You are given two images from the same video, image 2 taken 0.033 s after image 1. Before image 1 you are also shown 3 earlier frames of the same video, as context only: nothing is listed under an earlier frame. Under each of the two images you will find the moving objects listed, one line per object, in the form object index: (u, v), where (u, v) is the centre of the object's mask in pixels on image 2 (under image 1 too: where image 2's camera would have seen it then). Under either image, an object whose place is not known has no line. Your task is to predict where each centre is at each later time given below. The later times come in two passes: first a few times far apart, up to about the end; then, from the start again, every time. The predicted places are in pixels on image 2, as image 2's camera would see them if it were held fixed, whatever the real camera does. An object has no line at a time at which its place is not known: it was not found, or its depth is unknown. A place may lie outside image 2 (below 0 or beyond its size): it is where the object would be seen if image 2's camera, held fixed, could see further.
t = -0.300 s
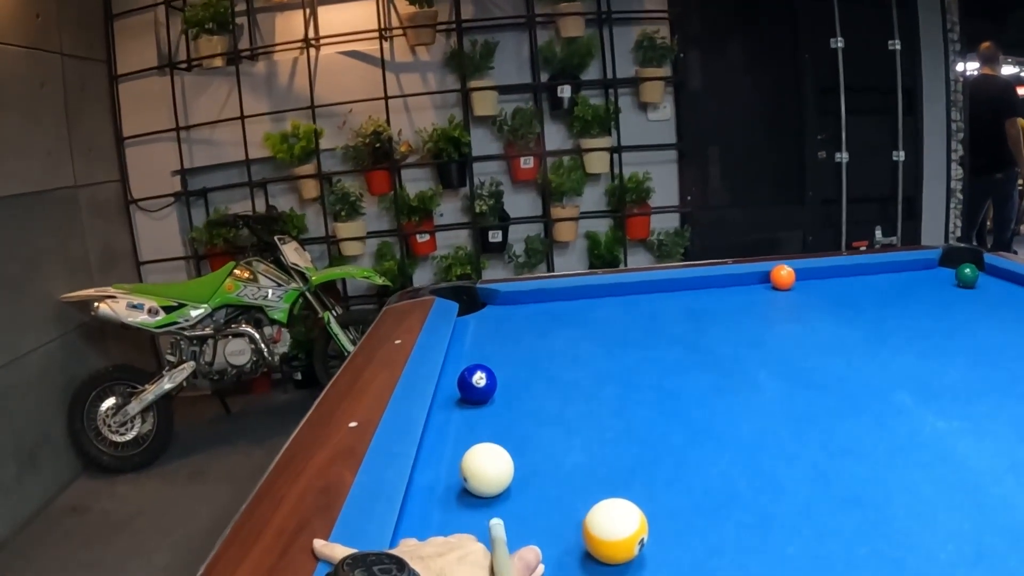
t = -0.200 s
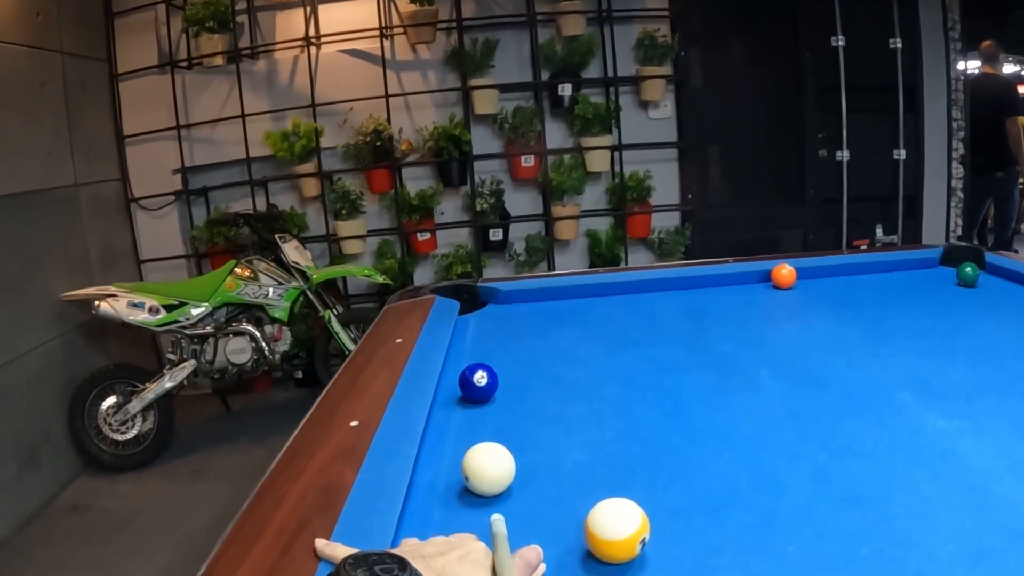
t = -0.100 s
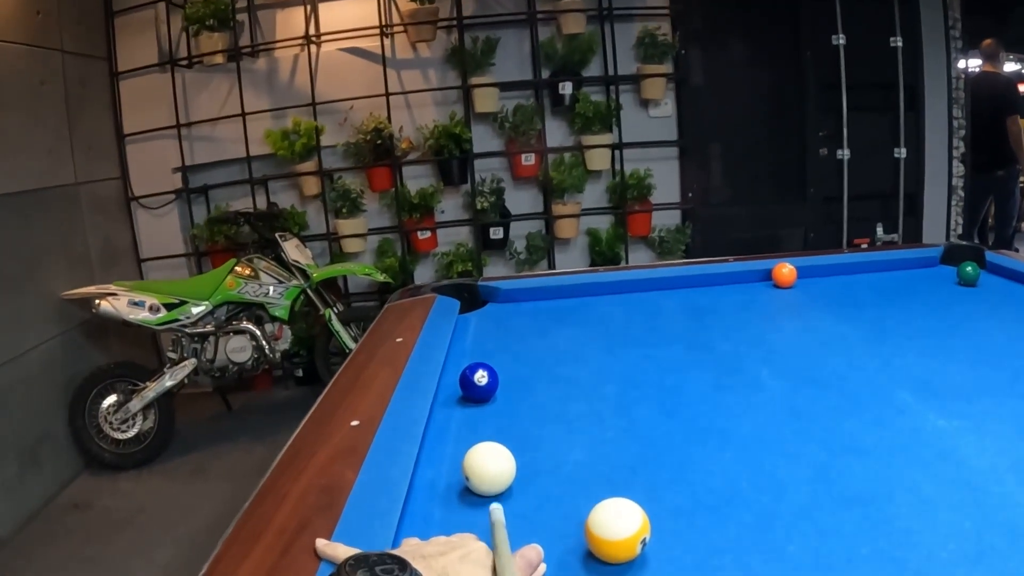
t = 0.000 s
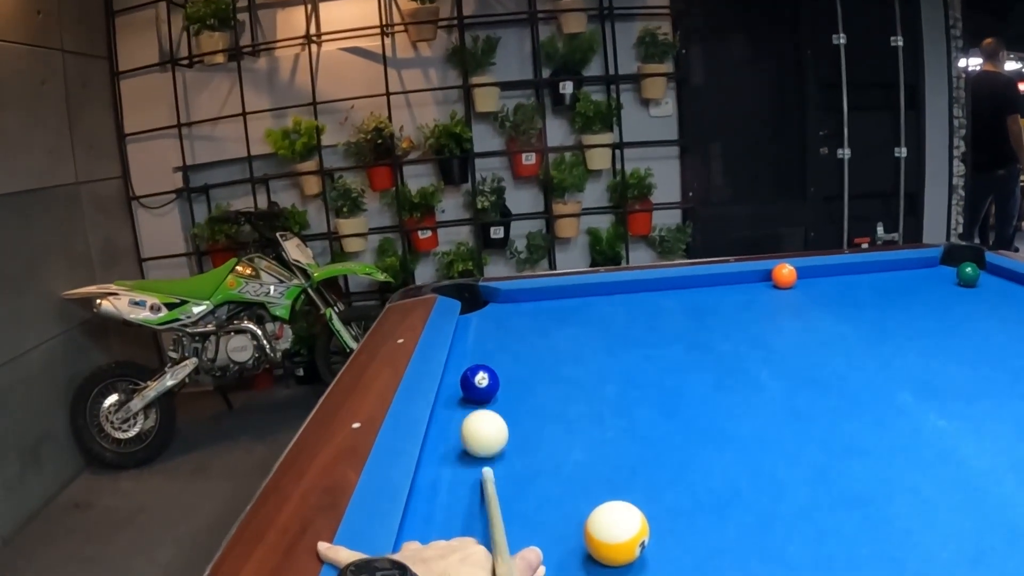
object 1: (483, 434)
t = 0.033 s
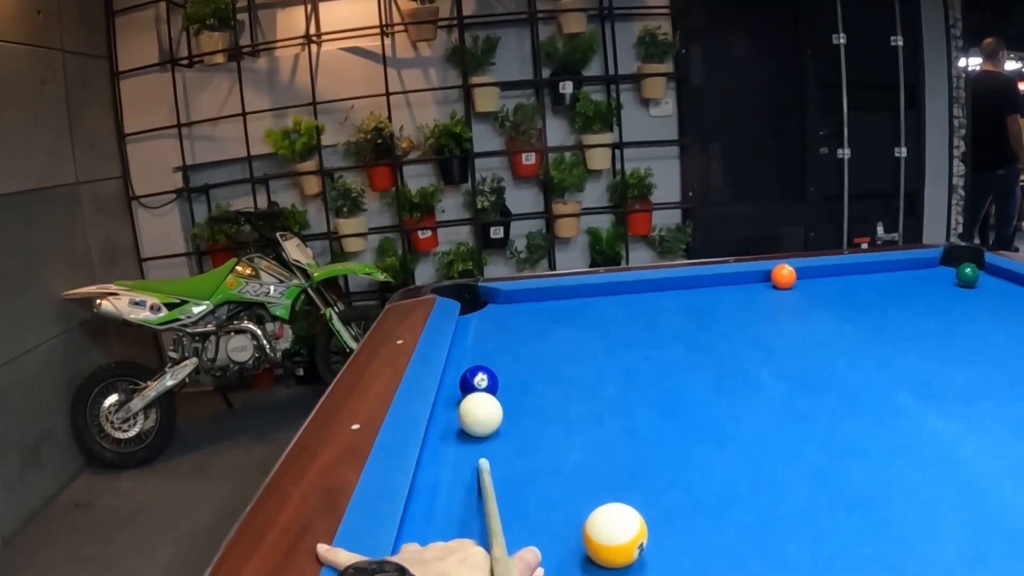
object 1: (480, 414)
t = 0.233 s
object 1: (471, 405)
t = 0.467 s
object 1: (460, 410)
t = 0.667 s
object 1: (459, 413)
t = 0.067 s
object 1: (478, 401)
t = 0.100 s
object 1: (476, 403)
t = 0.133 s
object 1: (475, 403)
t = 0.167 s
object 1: (474, 404)
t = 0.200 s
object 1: (472, 405)
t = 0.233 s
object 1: (471, 405)
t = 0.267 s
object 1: (469, 406)
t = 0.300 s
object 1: (468, 407)
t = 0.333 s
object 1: (466, 407)
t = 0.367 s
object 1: (465, 408)
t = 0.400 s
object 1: (463, 408)
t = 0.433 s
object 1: (461, 409)
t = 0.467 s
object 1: (460, 410)
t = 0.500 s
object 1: (458, 410)
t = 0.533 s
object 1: (458, 412)
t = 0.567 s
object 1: (458, 414)
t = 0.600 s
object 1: (458, 414)
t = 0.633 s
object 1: (458, 413)
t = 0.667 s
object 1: (459, 413)
